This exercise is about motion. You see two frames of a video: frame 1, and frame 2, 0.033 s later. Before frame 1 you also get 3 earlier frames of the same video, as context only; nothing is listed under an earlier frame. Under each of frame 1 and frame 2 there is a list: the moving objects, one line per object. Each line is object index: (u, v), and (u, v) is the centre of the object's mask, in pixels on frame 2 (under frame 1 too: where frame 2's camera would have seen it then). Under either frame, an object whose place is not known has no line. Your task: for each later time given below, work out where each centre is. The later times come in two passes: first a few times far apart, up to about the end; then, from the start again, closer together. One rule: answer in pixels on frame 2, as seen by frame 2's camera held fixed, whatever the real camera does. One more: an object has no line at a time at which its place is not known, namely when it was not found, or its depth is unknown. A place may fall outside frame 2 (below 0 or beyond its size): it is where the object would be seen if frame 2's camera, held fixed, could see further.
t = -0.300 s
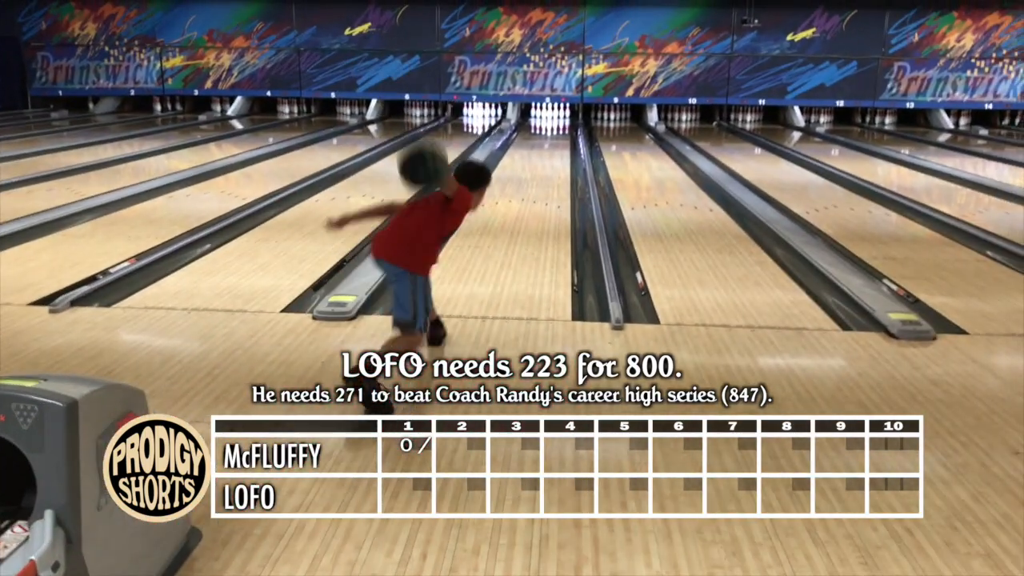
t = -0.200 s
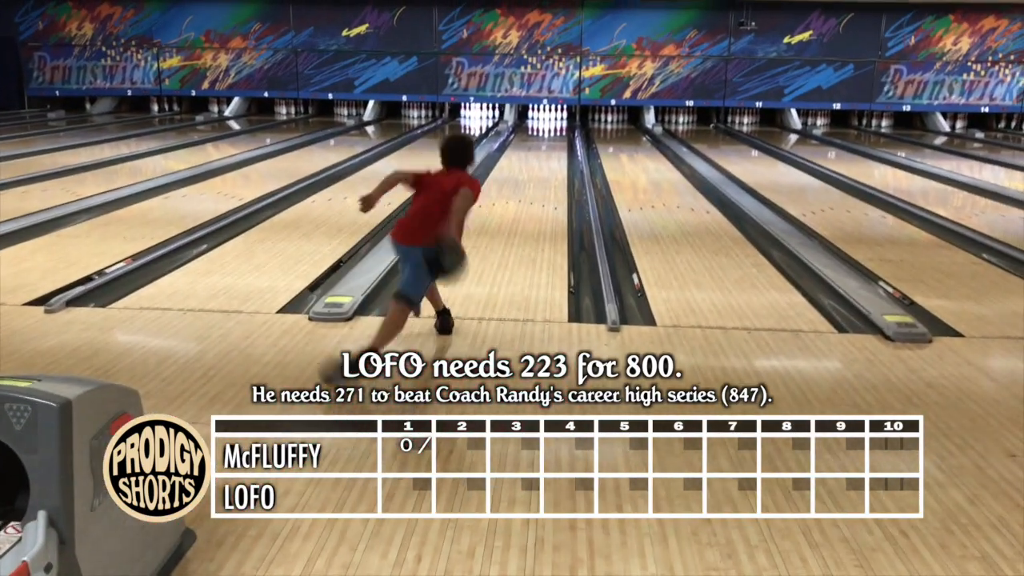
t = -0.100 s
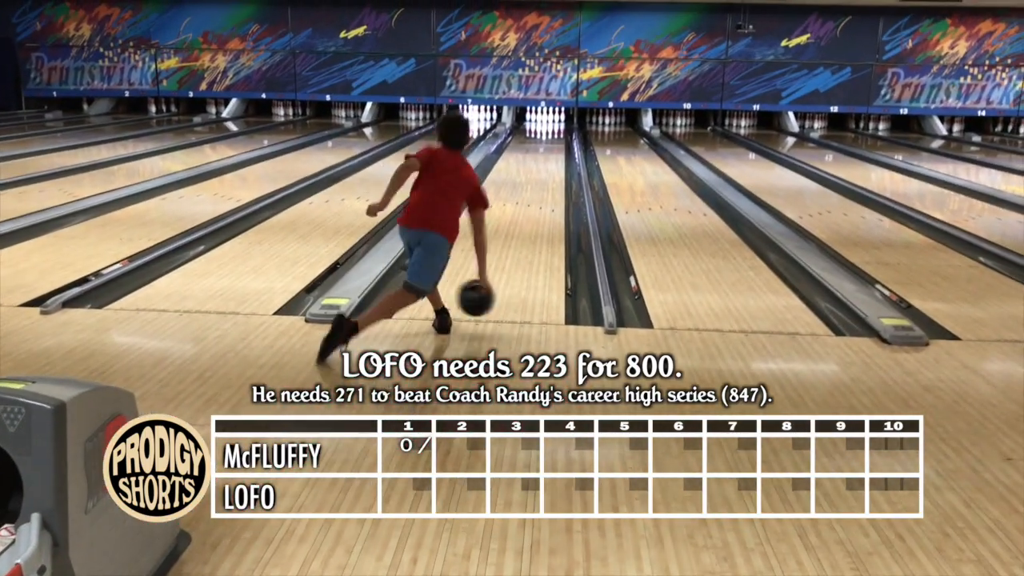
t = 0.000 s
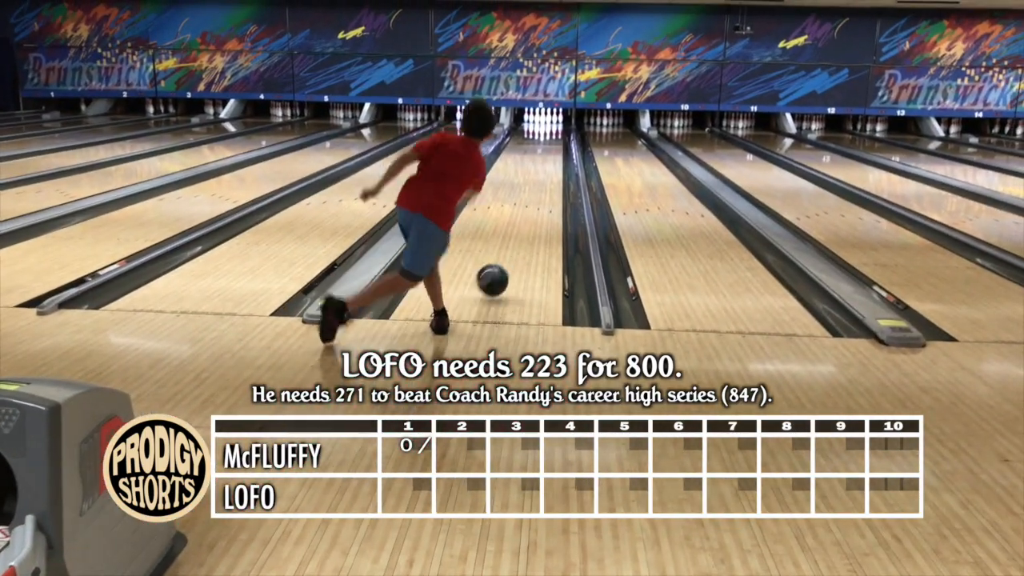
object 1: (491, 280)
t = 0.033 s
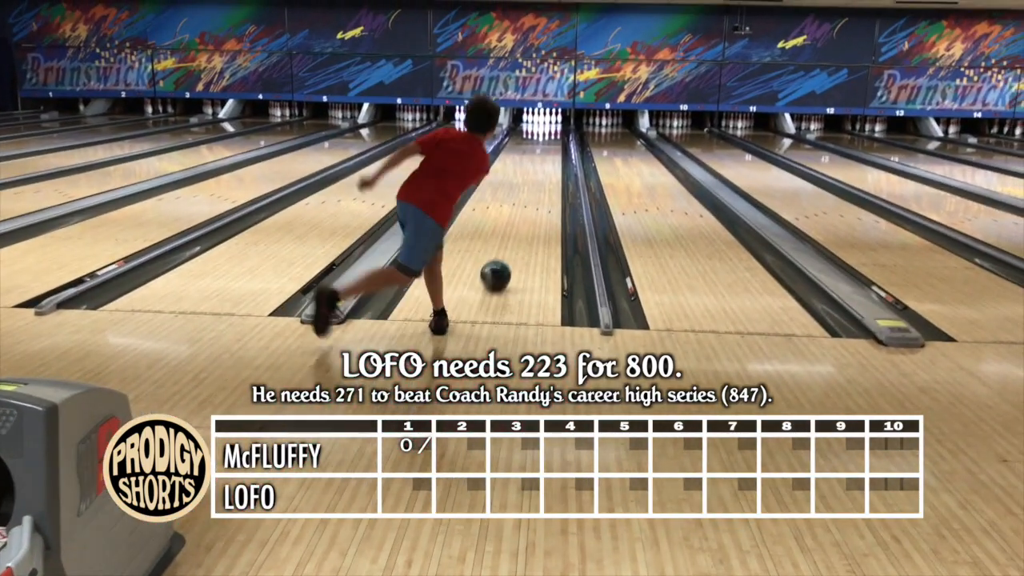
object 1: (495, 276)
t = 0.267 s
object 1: (518, 227)
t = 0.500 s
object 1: (531, 196)
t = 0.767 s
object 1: (540, 173)
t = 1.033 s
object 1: (546, 157)
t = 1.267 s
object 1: (549, 147)
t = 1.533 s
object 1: (550, 138)
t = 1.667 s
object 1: (551, 134)
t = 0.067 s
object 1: (500, 267)
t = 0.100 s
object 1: (503, 259)
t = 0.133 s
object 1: (507, 252)
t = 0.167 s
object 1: (510, 245)
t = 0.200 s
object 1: (513, 238)
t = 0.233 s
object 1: (515, 232)
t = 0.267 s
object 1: (518, 227)
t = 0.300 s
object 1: (520, 221)
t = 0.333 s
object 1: (522, 216)
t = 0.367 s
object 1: (525, 212)
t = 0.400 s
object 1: (526, 208)
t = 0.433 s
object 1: (528, 204)
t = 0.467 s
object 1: (530, 200)
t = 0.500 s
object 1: (531, 196)
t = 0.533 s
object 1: (533, 193)
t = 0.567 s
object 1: (534, 190)
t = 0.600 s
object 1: (536, 187)
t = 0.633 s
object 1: (536, 184)
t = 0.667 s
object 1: (537, 181)
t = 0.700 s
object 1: (539, 178)
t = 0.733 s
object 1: (539, 176)
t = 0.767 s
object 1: (540, 173)
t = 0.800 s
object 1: (542, 172)
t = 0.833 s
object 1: (544, 172)
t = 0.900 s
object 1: (544, 164)
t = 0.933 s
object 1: (545, 162)
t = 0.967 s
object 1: (545, 161)
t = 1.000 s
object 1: (546, 158)
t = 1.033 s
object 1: (546, 157)
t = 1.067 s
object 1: (547, 155)
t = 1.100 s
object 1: (547, 154)
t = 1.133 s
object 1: (547, 152)
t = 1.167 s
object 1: (547, 151)
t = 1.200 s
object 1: (548, 149)
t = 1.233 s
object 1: (548, 148)
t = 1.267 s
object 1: (549, 147)
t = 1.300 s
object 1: (550, 145)
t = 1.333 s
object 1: (549, 144)
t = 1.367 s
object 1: (550, 143)
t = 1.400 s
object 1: (550, 142)
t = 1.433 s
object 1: (550, 140)
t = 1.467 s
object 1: (550, 140)
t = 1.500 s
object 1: (551, 138)
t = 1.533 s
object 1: (550, 138)
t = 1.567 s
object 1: (550, 137)
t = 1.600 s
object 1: (551, 135)
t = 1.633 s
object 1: (551, 135)
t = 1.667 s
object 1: (551, 134)
